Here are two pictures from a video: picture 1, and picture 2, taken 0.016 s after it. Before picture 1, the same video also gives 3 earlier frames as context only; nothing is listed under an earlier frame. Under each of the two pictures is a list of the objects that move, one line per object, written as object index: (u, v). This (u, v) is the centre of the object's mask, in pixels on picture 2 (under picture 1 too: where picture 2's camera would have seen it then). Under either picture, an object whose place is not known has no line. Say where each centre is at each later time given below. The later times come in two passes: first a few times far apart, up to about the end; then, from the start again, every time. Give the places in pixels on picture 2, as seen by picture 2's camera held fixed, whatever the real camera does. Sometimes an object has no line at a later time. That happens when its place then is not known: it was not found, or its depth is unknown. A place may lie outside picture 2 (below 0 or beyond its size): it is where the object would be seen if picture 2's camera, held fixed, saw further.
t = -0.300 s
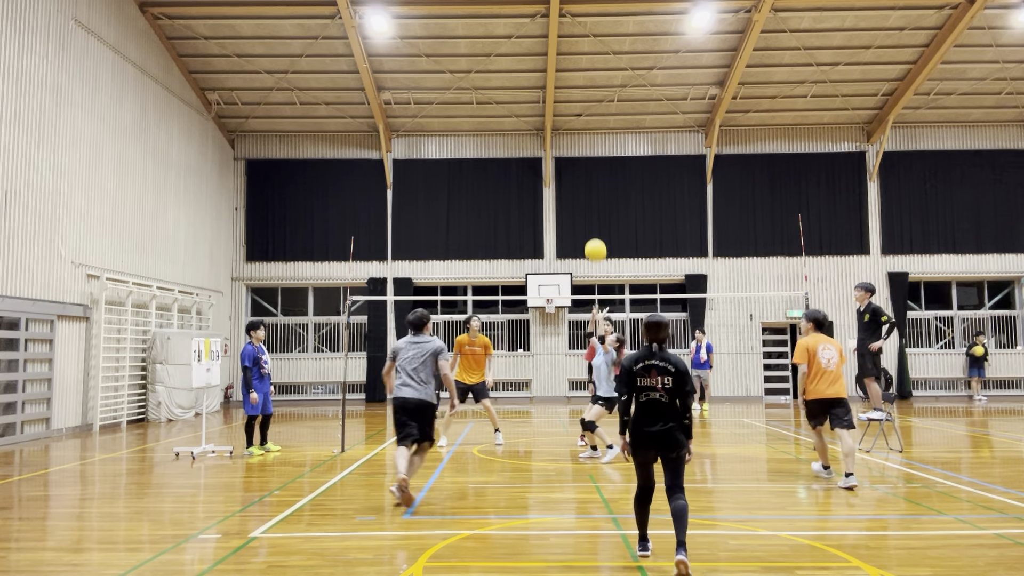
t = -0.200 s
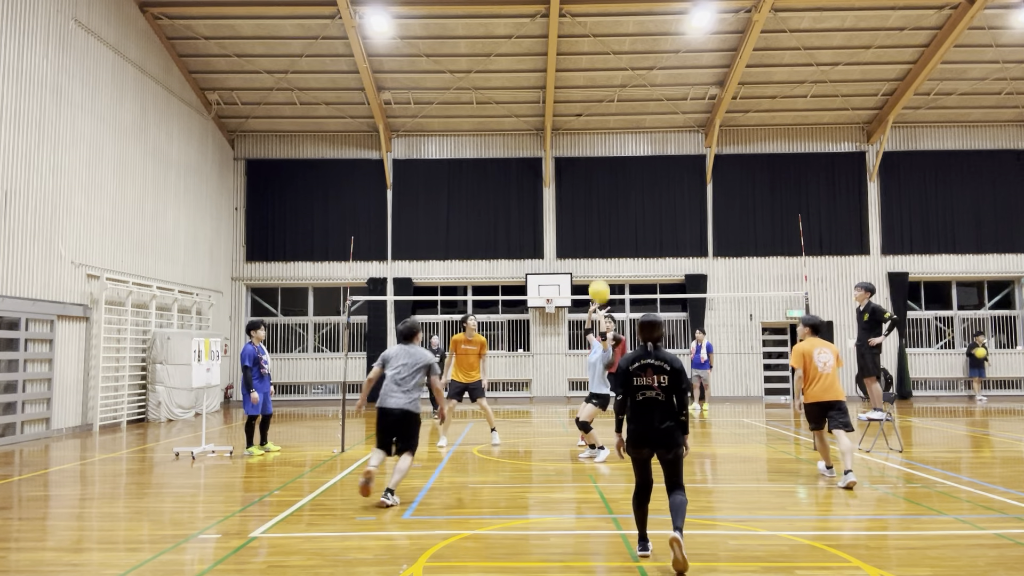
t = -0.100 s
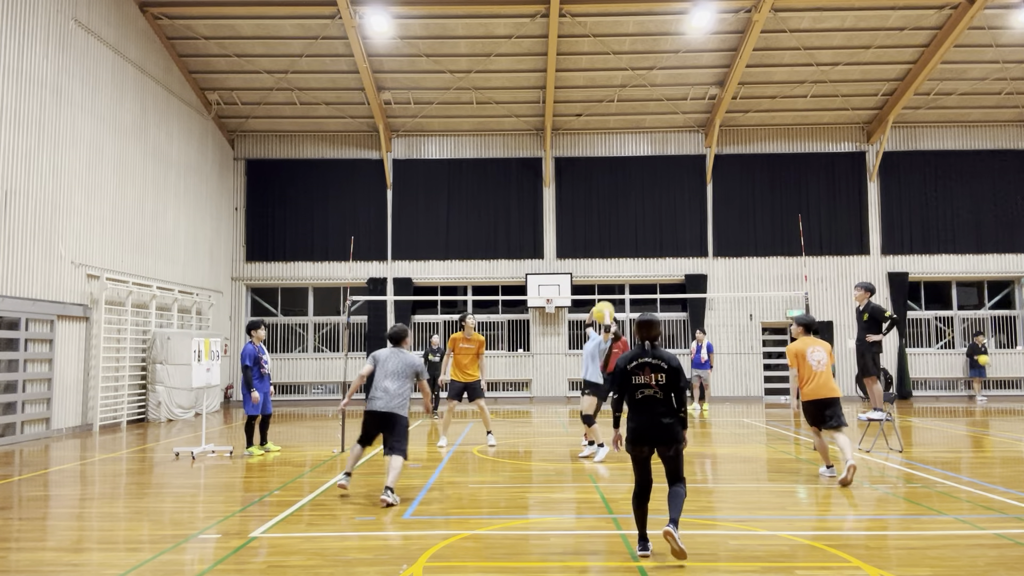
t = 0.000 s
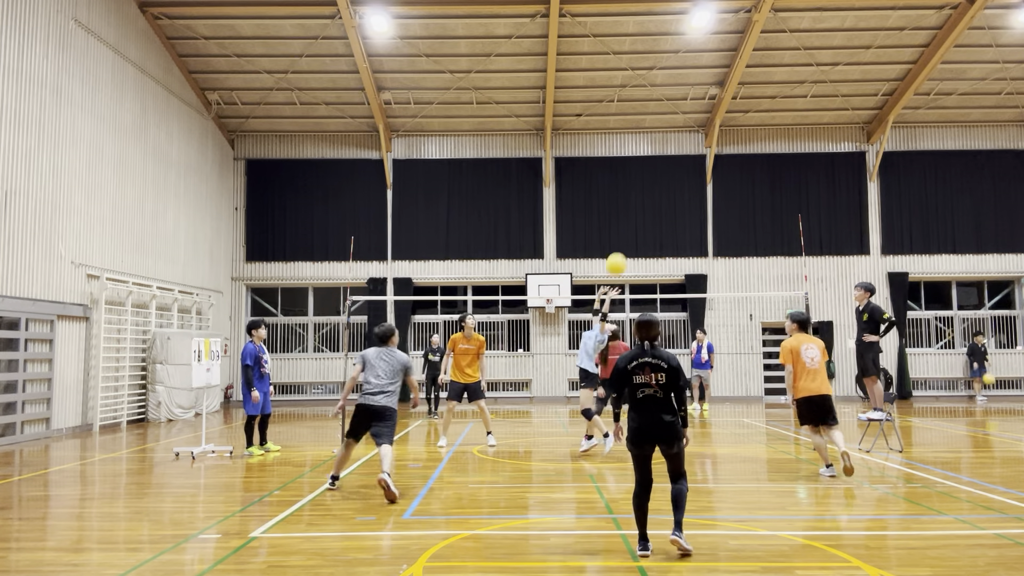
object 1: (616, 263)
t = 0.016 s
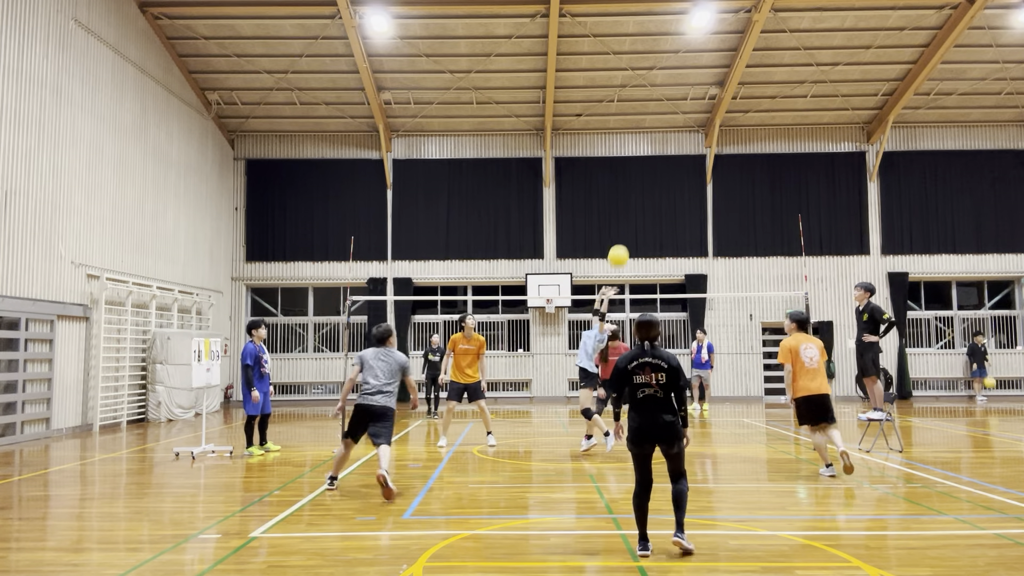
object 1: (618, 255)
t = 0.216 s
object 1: (642, 181)
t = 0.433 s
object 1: (665, 137)
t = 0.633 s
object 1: (686, 128)
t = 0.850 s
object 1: (708, 152)
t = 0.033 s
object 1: (620, 248)
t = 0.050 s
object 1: (622, 242)
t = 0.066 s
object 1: (624, 235)
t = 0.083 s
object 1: (626, 228)
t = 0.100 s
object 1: (628, 221)
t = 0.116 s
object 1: (630, 215)
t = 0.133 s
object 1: (632, 209)
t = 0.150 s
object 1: (634, 203)
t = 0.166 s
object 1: (636, 197)
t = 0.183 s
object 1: (638, 191)
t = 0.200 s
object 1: (640, 186)
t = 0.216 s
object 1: (642, 181)
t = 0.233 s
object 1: (644, 176)
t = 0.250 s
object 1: (646, 172)
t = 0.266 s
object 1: (647, 167)
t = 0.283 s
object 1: (649, 164)
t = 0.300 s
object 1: (651, 160)
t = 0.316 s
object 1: (653, 156)
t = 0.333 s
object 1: (655, 153)
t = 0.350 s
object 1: (656, 149)
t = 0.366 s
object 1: (658, 146)
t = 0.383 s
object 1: (660, 143)
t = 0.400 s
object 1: (662, 141)
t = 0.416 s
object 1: (663, 139)
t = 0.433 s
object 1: (665, 137)
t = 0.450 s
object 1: (667, 135)
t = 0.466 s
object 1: (669, 133)
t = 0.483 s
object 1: (670, 132)
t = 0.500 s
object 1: (672, 131)
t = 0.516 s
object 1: (674, 130)
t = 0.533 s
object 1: (675, 129)
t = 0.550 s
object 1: (677, 128)
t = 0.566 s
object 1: (679, 128)
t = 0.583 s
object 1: (680, 127)
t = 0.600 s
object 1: (682, 127)
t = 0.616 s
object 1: (684, 128)
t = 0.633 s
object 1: (686, 128)
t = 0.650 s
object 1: (687, 129)
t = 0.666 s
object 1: (689, 130)
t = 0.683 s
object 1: (691, 131)
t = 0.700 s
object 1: (692, 132)
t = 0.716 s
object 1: (694, 133)
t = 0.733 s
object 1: (696, 135)
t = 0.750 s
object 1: (698, 137)
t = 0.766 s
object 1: (699, 139)
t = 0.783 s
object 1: (701, 141)
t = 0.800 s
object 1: (703, 144)
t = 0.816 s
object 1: (705, 146)
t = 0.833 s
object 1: (706, 149)
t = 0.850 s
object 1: (708, 152)
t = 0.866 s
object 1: (710, 155)
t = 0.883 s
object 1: (711, 159)
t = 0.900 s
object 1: (713, 163)
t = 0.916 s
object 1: (715, 167)
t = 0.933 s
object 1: (717, 171)
